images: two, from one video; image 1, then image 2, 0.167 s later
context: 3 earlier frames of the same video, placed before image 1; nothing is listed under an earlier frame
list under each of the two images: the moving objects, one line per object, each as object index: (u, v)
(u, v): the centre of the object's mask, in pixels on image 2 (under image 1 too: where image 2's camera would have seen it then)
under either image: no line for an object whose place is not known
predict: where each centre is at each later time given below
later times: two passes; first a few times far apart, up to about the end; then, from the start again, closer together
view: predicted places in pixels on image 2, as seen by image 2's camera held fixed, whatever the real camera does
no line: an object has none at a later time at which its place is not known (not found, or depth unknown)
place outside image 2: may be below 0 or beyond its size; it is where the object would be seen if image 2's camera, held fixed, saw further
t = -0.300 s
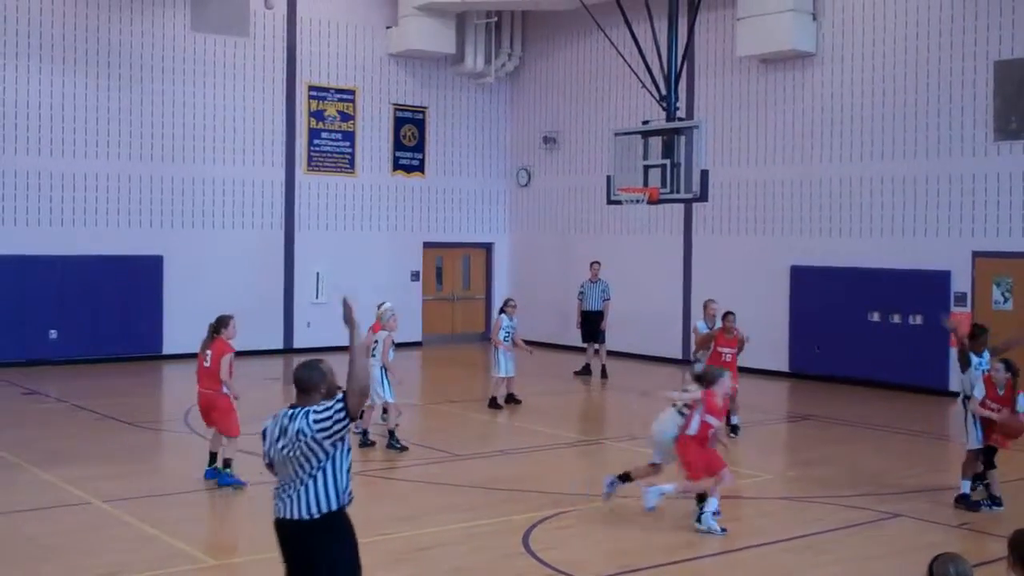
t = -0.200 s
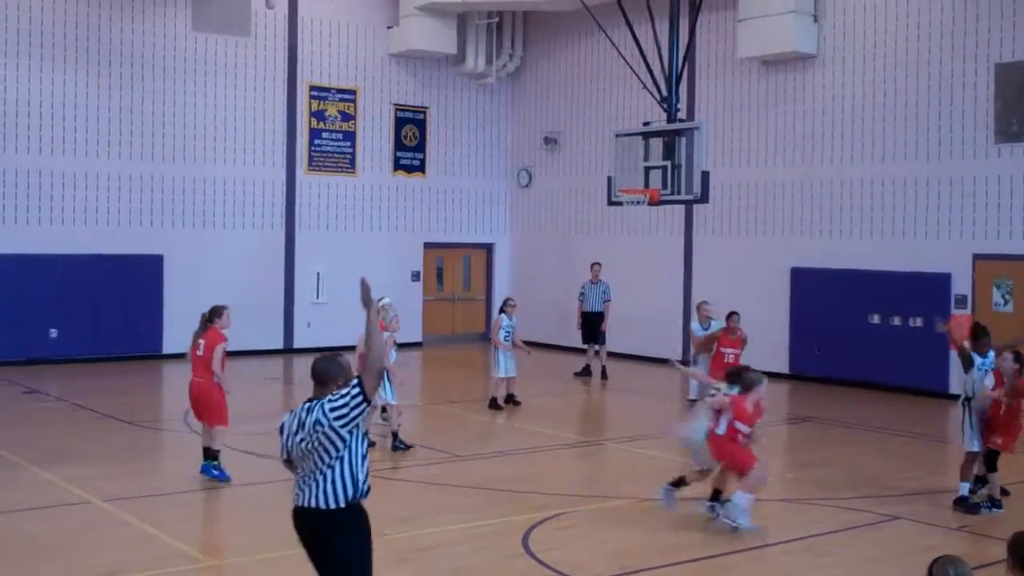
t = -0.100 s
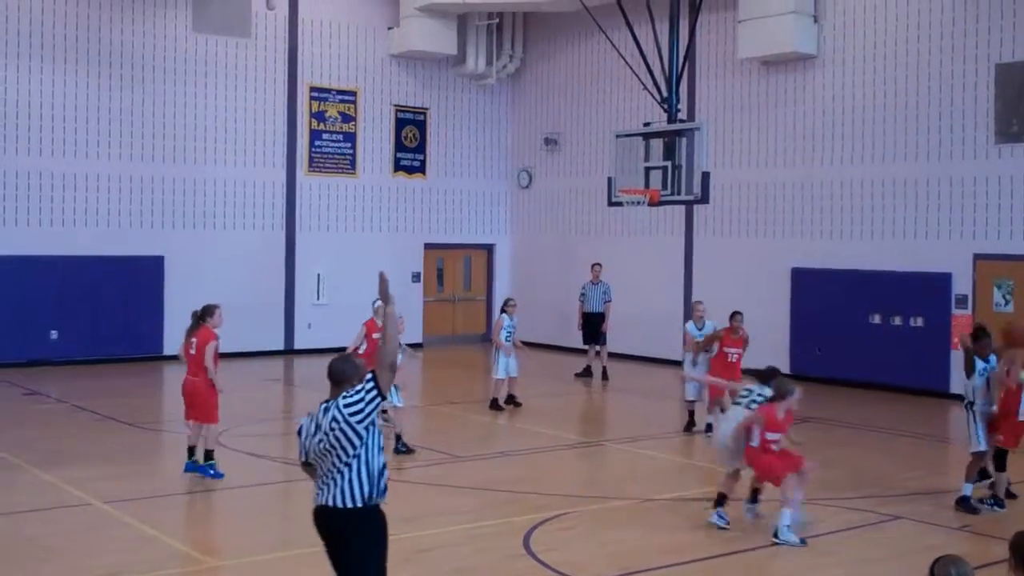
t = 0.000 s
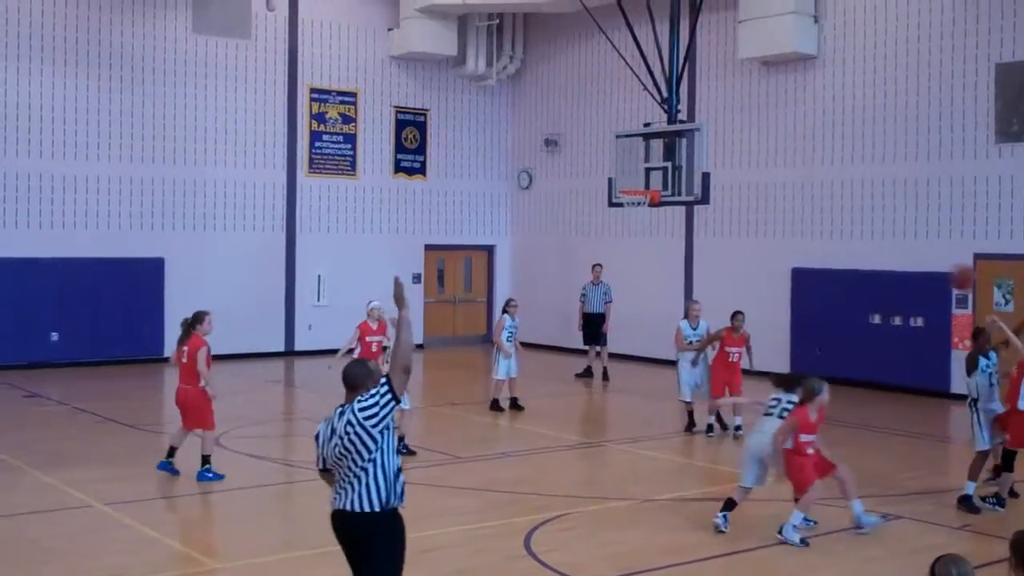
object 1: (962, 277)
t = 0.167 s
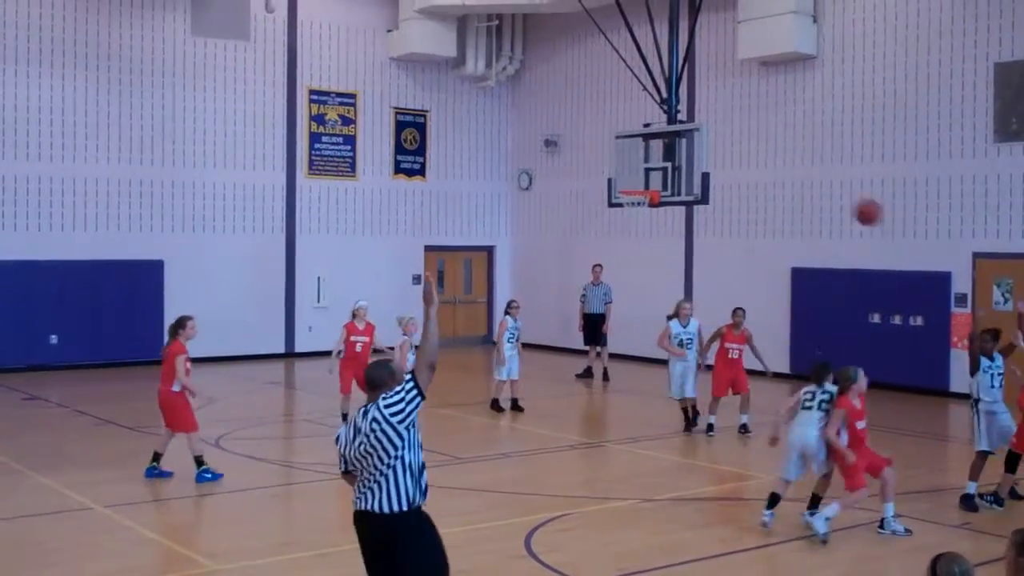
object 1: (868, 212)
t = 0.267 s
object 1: (810, 188)
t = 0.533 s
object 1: (663, 179)
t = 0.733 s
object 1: (554, 224)
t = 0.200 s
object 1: (849, 203)
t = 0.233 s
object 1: (830, 194)
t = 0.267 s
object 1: (810, 188)
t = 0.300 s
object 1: (791, 183)
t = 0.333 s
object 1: (772, 179)
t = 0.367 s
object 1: (754, 176)
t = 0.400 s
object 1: (736, 174)
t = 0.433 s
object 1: (719, 173)
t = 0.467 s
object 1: (699, 174)
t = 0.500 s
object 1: (680, 177)
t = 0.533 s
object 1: (663, 179)
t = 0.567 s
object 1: (643, 183)
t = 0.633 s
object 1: (606, 197)
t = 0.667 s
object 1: (589, 205)
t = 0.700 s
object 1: (571, 214)
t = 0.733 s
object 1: (554, 224)
